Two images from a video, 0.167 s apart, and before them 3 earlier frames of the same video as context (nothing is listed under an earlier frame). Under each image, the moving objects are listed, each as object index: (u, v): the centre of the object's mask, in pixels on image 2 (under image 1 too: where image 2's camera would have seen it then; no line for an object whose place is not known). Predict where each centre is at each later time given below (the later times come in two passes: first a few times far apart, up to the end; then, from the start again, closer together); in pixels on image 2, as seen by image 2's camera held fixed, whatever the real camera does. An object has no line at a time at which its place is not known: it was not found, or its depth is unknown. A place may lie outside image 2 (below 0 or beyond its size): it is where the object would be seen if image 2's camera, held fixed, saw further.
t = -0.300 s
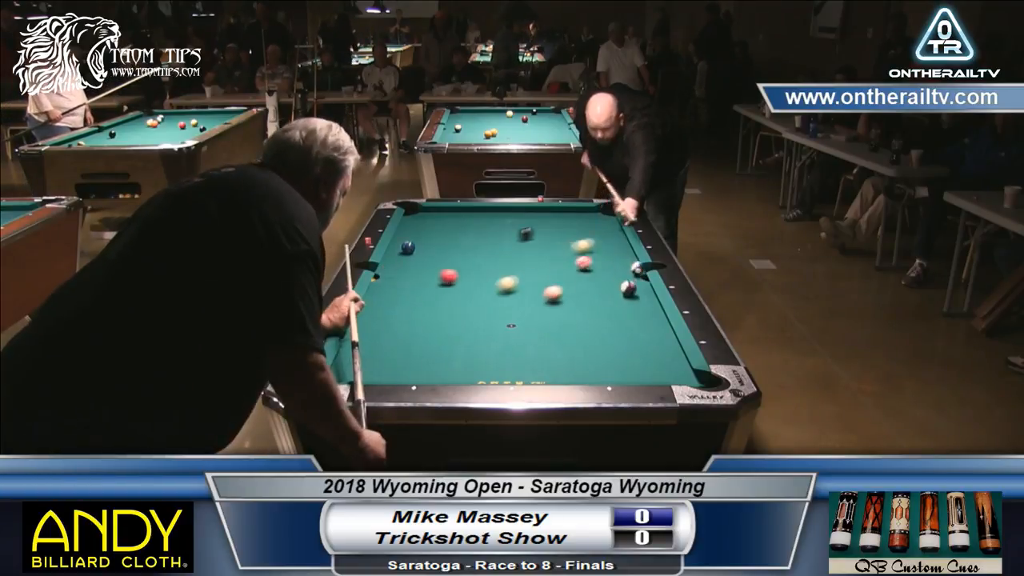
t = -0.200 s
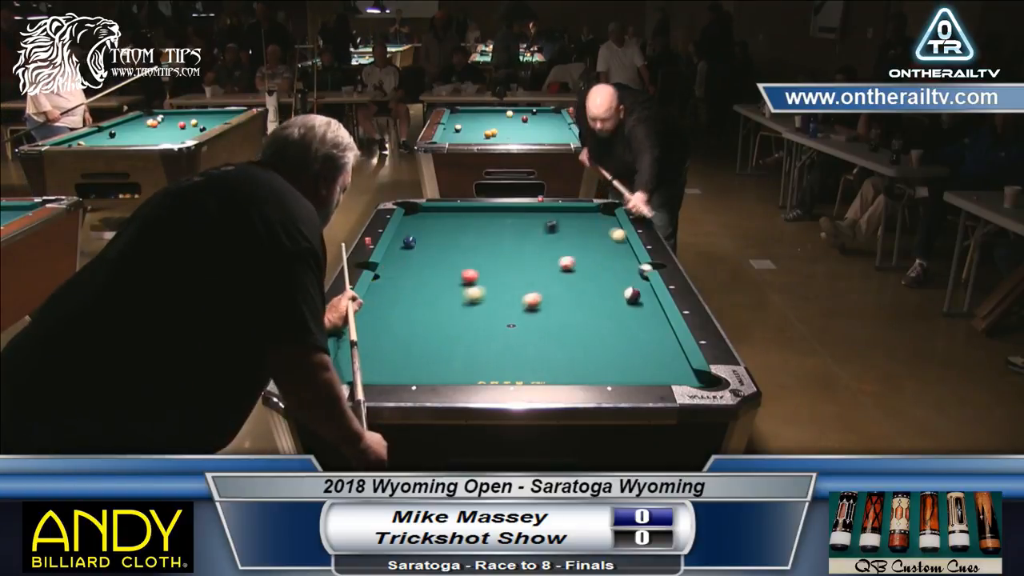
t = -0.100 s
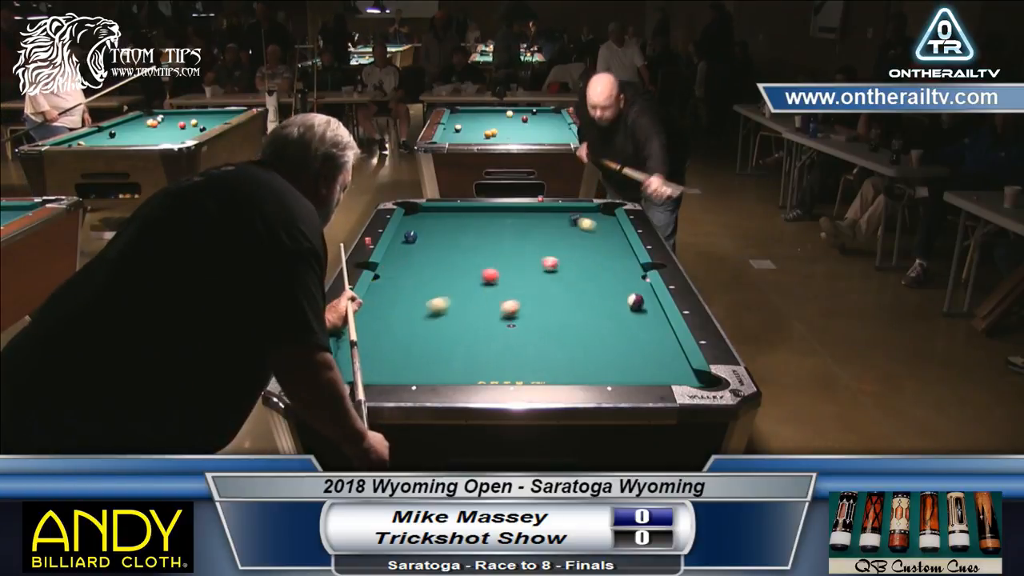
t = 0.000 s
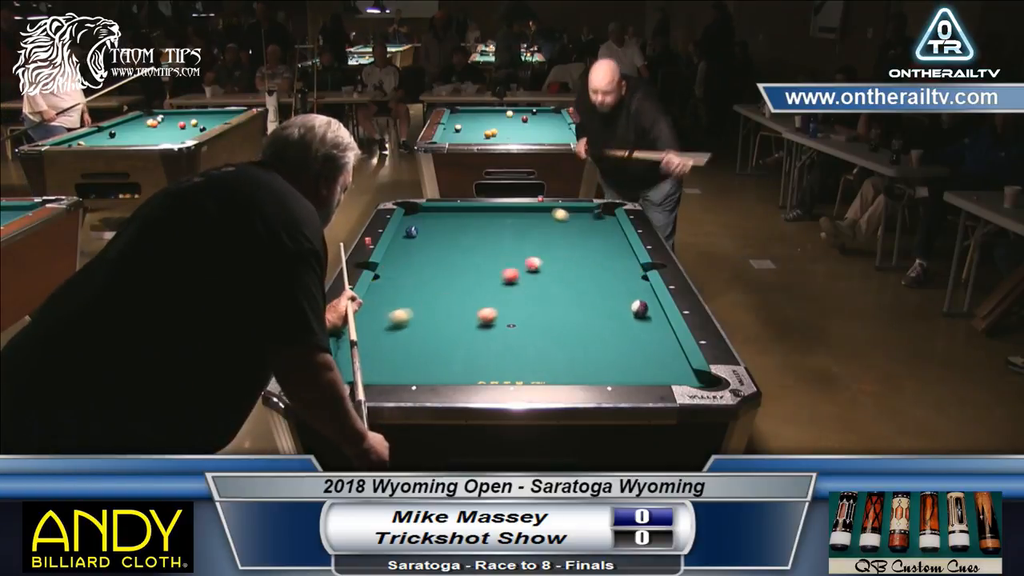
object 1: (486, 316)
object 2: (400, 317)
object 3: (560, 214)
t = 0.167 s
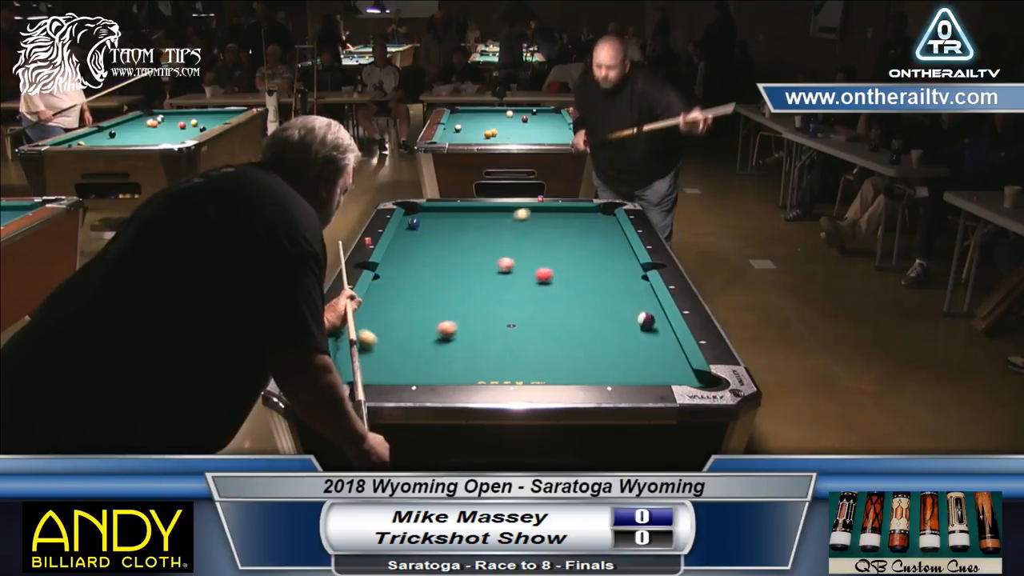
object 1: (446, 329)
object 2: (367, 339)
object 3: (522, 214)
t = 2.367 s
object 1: (518, 328)
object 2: (567, 274)
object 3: (660, 371)
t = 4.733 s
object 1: (624, 293)
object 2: (427, 218)
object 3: (505, 275)
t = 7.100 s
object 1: (643, 286)
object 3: (433, 237)
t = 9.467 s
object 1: (643, 286)
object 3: (415, 226)
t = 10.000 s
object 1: (643, 286)
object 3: (415, 226)
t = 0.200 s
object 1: (438, 332)
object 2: (372, 344)
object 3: (513, 216)
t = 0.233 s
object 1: (429, 335)
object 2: (377, 349)
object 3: (505, 218)
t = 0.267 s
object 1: (420, 338)
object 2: (382, 353)
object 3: (496, 220)
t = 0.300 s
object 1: (412, 341)
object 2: (386, 359)
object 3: (488, 222)
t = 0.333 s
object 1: (403, 343)
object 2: (392, 364)
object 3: (479, 223)
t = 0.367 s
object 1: (394, 346)
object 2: (397, 369)
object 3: (470, 224)
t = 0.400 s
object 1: (385, 349)
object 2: (402, 373)
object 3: (461, 226)
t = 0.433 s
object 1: (376, 353)
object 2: (408, 375)
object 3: (452, 227)
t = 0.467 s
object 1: (367, 356)
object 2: (418, 374)
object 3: (443, 229)
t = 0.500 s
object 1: (359, 358)
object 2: (427, 372)
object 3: (434, 231)
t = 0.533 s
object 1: (353, 360)
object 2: (437, 369)
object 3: (425, 232)
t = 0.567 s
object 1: (349, 362)
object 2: (446, 367)
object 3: (415, 234)
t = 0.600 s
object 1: (351, 365)
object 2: (455, 364)
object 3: (406, 236)
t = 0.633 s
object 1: (354, 367)
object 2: (463, 362)
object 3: (399, 237)
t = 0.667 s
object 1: (356, 370)
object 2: (472, 359)
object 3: (403, 239)
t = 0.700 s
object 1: (358, 372)
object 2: (480, 357)
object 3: (408, 241)
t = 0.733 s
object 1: (361, 374)
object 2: (489, 355)
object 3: (412, 243)
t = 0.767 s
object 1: (363, 374)
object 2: (497, 353)
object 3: (416, 246)
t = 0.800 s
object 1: (367, 374)
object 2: (505, 351)
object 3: (420, 248)
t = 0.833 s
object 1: (370, 373)
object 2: (513, 349)
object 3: (424, 250)
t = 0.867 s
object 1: (375, 372)
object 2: (521, 346)
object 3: (427, 252)
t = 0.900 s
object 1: (378, 371)
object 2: (529, 345)
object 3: (431, 254)
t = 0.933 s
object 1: (382, 371)
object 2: (536, 342)
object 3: (434, 256)
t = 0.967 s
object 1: (386, 369)
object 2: (544, 340)
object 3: (438, 258)
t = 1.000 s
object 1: (390, 368)
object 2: (551, 338)
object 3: (442, 261)
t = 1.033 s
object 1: (394, 367)
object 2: (559, 337)
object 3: (446, 263)
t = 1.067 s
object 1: (398, 366)
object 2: (565, 334)
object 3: (450, 265)
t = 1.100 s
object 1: (403, 365)
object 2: (572, 332)
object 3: (454, 268)
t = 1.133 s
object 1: (406, 363)
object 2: (579, 330)
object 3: (458, 270)
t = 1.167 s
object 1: (410, 362)
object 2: (586, 328)
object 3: (462, 273)
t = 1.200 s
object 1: (414, 361)
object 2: (593, 327)
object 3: (466, 275)
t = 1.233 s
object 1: (417, 361)
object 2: (600, 325)
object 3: (470, 278)
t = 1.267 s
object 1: (421, 359)
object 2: (606, 323)
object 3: (475, 280)
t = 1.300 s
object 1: (424, 358)
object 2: (612, 321)
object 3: (479, 283)
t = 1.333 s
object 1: (428, 356)
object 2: (619, 319)
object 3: (483, 285)
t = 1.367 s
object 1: (431, 355)
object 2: (625, 318)
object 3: (488, 288)
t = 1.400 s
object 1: (435, 354)
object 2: (631, 316)
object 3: (493, 291)
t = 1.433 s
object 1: (439, 353)
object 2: (637, 314)
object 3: (497, 294)
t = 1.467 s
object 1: (442, 352)
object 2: (643, 313)
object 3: (502, 296)
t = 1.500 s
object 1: (445, 351)
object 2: (649, 311)
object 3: (507, 299)
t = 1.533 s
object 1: (449, 350)
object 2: (654, 309)
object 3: (512, 302)
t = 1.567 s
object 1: (452, 349)
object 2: (651, 308)
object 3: (517, 305)
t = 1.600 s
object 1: (455, 349)
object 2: (646, 306)
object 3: (522, 308)
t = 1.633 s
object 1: (458, 347)
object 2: (642, 304)
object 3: (527, 311)
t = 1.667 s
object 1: (461, 346)
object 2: (638, 303)
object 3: (532, 314)
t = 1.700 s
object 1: (464, 346)
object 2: (634, 301)
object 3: (537, 317)
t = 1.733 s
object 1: (467, 345)
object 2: (630, 300)
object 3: (543, 321)
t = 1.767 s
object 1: (470, 343)
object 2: (627, 298)
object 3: (548, 325)
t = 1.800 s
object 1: (473, 342)
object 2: (623, 297)
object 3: (554, 328)
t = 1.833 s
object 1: (476, 341)
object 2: (619, 295)
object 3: (560, 331)
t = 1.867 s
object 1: (479, 340)
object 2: (616, 294)
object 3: (565, 335)
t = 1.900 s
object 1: (482, 339)
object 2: (612, 292)
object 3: (571, 338)
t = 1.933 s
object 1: (485, 339)
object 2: (609, 291)
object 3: (577, 342)
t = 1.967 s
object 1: (487, 338)
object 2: (605, 289)
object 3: (583, 346)
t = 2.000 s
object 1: (490, 337)
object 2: (602, 288)
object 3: (589, 350)
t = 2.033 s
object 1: (492, 337)
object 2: (598, 286)
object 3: (596, 353)
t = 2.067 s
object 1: (495, 336)
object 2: (595, 285)
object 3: (602, 357)
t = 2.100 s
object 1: (498, 335)
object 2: (592, 284)
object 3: (609, 361)
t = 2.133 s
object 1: (501, 334)
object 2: (588, 283)
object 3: (615, 365)
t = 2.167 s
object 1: (503, 333)
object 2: (585, 281)
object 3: (622, 369)
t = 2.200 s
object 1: (506, 332)
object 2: (582, 280)
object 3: (629, 371)
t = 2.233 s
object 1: (508, 331)
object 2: (579, 279)
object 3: (636, 374)
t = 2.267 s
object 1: (511, 330)
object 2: (576, 277)
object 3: (643, 375)
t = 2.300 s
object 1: (513, 329)
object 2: (573, 276)
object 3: (648, 374)
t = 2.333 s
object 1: (516, 328)
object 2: (570, 275)
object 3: (654, 372)
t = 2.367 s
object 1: (518, 328)
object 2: (567, 274)
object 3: (660, 371)
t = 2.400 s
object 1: (520, 327)
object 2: (564, 273)
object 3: (666, 370)
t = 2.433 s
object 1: (523, 326)
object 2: (561, 272)
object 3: (671, 368)
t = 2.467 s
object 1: (525, 326)
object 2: (558, 271)
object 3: (676, 366)
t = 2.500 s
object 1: (527, 325)
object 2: (555, 270)
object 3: (678, 364)
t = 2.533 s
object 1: (529, 324)
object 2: (552, 268)
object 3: (674, 362)
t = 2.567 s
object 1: (532, 324)
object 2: (550, 267)
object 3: (670, 360)
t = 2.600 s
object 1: (534, 323)
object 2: (547, 266)
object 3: (666, 358)
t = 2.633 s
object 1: (536, 322)
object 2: (544, 265)
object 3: (662, 356)
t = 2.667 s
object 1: (538, 322)
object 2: (541, 264)
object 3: (658, 354)
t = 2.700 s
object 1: (540, 321)
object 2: (539, 263)
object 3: (655, 352)
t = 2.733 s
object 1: (542, 320)
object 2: (536, 262)
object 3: (651, 350)
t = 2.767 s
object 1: (544, 319)
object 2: (534, 261)
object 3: (647, 348)
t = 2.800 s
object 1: (546, 319)
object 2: (531, 260)
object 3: (644, 346)
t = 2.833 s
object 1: (548, 318)
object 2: (529, 259)
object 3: (640, 345)
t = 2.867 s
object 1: (550, 318)
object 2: (526, 258)
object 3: (637, 343)
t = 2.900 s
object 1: (552, 317)
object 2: (524, 257)
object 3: (633, 341)
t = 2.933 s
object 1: (554, 316)
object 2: (521, 256)
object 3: (630, 339)
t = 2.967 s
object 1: (556, 315)
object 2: (519, 255)
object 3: (626, 337)
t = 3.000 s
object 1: (558, 315)
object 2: (517, 254)
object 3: (623, 336)
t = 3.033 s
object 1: (559, 315)
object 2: (514, 253)
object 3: (620, 334)
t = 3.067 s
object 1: (561, 314)
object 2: (512, 252)
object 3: (617, 333)
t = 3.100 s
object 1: (563, 314)
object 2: (510, 251)
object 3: (614, 331)
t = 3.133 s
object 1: (565, 313)
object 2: (508, 250)
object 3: (611, 329)
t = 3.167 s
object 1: (566, 312)
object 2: (506, 249)
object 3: (608, 328)
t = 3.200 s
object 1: (568, 312)
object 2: (503, 248)
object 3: (605, 327)
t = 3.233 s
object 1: (570, 311)
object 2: (501, 248)
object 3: (602, 325)
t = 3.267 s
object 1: (571, 311)
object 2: (499, 247)
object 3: (599, 324)
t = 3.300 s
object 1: (573, 310)
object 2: (497, 246)
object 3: (597, 322)
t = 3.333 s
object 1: (575, 310)
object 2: (495, 245)
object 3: (593, 321)
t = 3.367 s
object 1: (576, 309)
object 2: (493, 244)
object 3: (591, 319)
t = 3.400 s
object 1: (577, 308)
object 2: (491, 244)
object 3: (588, 318)
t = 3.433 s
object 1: (578, 306)
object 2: (489, 243)
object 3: (586, 317)
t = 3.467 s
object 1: (580, 304)
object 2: (487, 242)
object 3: (583, 316)
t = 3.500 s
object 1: (583, 303)
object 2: (485, 241)
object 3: (580, 314)
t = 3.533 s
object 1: (586, 304)
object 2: (483, 240)
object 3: (578, 313)
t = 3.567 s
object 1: (587, 304)
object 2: (481, 240)
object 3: (575, 311)
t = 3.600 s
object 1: (588, 305)
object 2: (479, 239)
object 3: (572, 310)
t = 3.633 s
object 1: (589, 305)
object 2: (478, 238)
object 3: (570, 309)
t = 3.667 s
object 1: (590, 304)
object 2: (476, 237)
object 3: (567, 307)
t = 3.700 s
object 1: (591, 304)
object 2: (474, 237)
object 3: (565, 306)
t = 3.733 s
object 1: (592, 303)
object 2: (472, 236)
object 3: (563, 305)
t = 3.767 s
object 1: (594, 303)
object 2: (471, 235)
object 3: (560, 303)
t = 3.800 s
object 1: (595, 303)
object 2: (469, 234)
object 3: (558, 302)
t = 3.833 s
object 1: (596, 302)
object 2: (467, 234)
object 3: (556, 301)
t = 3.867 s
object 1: (598, 302)
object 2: (465, 233)
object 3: (554, 300)
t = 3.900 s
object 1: (599, 301)
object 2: (464, 232)
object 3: (551, 299)
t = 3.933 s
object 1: (600, 301)
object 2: (462, 232)
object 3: (549, 298)
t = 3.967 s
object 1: (601, 301)
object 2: (460, 231)
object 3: (547, 297)
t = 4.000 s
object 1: (602, 300)
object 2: (458, 231)
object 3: (545, 295)
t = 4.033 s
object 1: (604, 300)
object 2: (457, 230)
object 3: (543, 294)
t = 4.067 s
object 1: (605, 299)
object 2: (455, 229)
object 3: (541, 293)
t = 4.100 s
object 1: (606, 299)
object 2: (454, 228)
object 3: (539, 292)
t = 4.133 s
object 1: (607, 298)
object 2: (452, 228)
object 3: (537, 291)
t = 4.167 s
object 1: (608, 298)
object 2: (450, 227)
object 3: (535, 290)
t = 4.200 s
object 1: (609, 298)
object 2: (449, 227)
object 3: (533, 289)
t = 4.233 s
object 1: (610, 297)
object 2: (447, 226)
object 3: (531, 288)
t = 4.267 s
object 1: (611, 297)
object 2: (446, 225)
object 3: (529, 287)
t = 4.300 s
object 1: (612, 297)
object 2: (444, 225)
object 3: (527, 286)
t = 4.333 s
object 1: (613, 296)
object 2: (443, 224)
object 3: (525, 285)
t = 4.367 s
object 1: (614, 296)
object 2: (442, 224)
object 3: (523, 284)
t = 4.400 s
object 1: (615, 296)
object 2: (440, 223)
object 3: (521, 283)
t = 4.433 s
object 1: (616, 295)
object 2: (439, 223)
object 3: (520, 282)
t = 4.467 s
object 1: (617, 295)
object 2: (437, 222)
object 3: (518, 281)
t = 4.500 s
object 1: (618, 294)
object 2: (436, 222)
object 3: (516, 280)
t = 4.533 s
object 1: (619, 294)
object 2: (435, 221)
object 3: (515, 280)
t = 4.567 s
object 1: (620, 294)
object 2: (433, 221)
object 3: (513, 279)
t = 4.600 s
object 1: (621, 294)
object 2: (432, 220)
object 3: (511, 278)
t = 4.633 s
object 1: (622, 293)
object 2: (431, 220)
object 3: (509, 277)
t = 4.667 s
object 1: (622, 293)
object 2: (430, 219)
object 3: (508, 276)
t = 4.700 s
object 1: (623, 293)
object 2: (428, 219)
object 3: (506, 275)
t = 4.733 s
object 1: (624, 293)
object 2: (427, 218)
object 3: (505, 275)
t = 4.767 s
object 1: (625, 292)
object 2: (426, 218)
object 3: (503, 274)
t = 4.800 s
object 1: (625, 292)
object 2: (425, 217)
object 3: (501, 273)
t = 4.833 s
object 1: (626, 292)
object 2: (424, 217)
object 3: (500, 272)
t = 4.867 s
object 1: (627, 291)
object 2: (422, 216)
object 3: (498, 271)
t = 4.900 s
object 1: (628, 291)
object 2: (421, 215)
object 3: (497, 271)
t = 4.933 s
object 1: (628, 291)
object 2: (420, 215)
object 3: (496, 270)
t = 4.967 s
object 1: (629, 291)
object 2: (419, 214)
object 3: (494, 269)
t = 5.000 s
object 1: (630, 290)
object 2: (418, 214)
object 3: (493, 268)
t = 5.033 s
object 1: (630, 290)
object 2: (417, 214)
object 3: (492, 267)
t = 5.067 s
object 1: (631, 290)
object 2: (416, 213)
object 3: (490, 267)
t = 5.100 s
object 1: (632, 290)
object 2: (415, 213)
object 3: (488, 266)
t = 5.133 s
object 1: (632, 289)
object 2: (414, 212)
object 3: (487, 265)
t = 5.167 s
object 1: (633, 289)
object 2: (413, 212)
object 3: (486, 265)
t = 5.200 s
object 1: (633, 289)
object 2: (411, 211)
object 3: (485, 264)
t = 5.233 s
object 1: (634, 289)
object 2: (410, 211)
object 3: (483, 263)
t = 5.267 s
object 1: (635, 289)
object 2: (409, 210)
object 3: (482, 263)
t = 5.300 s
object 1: (635, 289)
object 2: (409, 210)
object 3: (481, 262)
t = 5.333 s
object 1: (636, 288)
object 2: (408, 210)
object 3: (479, 261)
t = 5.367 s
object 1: (636, 288)
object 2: (407, 209)
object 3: (478, 261)
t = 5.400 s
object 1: (636, 288)
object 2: (406, 210)
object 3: (477, 260)
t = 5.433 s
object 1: (637, 288)
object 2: (406, 211)
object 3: (476, 260)
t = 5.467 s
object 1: (637, 288)
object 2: (405, 213)
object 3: (475, 259)
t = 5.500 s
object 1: (638, 288)
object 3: (474, 258)
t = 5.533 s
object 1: (638, 287)
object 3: (472, 258)
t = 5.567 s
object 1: (639, 287)
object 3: (471, 257)
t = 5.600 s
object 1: (639, 287)
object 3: (470, 257)
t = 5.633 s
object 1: (640, 287)
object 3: (469, 256)
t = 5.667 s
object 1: (640, 287)
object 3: (468, 256)
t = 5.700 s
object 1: (640, 287)
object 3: (467, 255)
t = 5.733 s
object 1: (641, 287)
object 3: (466, 254)
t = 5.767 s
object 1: (641, 287)
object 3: (465, 254)
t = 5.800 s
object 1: (641, 287)
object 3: (464, 253)
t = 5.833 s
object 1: (641, 286)
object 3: (463, 253)
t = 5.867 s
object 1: (642, 286)
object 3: (462, 252)
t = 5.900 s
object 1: (642, 286)
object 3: (461, 251)
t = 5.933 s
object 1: (642, 286)
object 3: (460, 251)
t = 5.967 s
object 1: (643, 286)
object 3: (459, 250)
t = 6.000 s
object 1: (643, 286)
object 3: (458, 250)
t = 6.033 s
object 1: (643, 286)
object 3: (457, 249)
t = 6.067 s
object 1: (643, 286)
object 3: (456, 249)
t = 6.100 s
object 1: (643, 286)
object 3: (455, 248)
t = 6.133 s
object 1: (642, 286)
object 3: (454, 248)
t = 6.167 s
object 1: (642, 286)
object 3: (453, 248)
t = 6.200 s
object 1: (642, 286)
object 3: (452, 247)
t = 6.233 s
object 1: (642, 286)
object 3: (452, 247)
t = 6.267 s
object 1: (642, 286)
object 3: (451, 246)
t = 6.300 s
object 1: (642, 286)
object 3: (450, 246)
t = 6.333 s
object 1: (642, 286)
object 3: (449, 245)
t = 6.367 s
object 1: (642, 286)
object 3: (448, 245)
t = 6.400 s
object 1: (642, 286)
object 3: (448, 245)
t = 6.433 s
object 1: (642, 286)
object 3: (447, 244)
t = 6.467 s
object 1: (642, 286)
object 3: (446, 244)
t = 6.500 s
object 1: (642, 285)
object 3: (445, 243)
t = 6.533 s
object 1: (642, 286)
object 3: (444, 243)
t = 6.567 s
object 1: (643, 286)
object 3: (444, 242)
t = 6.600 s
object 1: (643, 286)
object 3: (443, 242)
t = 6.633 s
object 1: (643, 286)
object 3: (442, 242)
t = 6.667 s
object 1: (643, 286)
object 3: (441, 241)
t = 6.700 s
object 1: (643, 286)
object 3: (441, 241)
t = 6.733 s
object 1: (643, 286)
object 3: (440, 241)
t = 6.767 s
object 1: (643, 286)
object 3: (439, 240)
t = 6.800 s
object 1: (643, 286)
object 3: (439, 240)
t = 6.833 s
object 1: (643, 286)
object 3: (438, 240)
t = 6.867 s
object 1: (643, 286)
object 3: (437, 239)
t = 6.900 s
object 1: (643, 286)
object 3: (437, 239)
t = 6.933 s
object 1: (643, 286)
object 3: (436, 238)
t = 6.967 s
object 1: (643, 286)
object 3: (435, 238)
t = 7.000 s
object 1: (643, 286)
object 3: (435, 238)
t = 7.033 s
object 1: (643, 286)
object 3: (434, 237)
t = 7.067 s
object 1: (643, 286)
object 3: (434, 237)
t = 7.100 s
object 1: (643, 286)
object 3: (433, 237)
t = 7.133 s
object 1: (643, 286)
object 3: (433, 237)
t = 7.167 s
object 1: (643, 286)
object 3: (432, 236)
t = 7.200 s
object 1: (643, 286)
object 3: (432, 236)
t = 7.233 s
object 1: (643, 286)
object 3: (431, 236)
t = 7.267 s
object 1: (643, 286)
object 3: (430, 236)
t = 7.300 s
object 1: (643, 286)
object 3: (430, 235)
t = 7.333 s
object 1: (643, 286)
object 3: (430, 235)
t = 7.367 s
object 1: (643, 286)
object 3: (429, 235)
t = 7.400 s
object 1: (643, 286)
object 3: (428, 235)
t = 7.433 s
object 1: (643, 286)
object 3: (428, 234)
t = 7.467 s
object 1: (643, 286)
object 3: (427, 234)
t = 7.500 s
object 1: (643, 286)
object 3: (427, 234)
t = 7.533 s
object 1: (643, 286)
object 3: (427, 233)
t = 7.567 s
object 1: (643, 286)
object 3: (426, 233)
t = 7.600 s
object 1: (643, 286)
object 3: (426, 233)
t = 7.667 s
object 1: (643, 286)
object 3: (425, 233)
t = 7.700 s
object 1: (643, 286)
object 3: (425, 232)
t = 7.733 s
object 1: (643, 286)
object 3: (424, 232)
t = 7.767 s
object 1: (643, 286)
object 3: (424, 232)
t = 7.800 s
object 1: (643, 286)
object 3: (424, 232)
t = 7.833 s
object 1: (643, 286)
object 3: (423, 231)
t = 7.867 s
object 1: (643, 286)
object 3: (423, 231)
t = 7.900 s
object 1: (643, 286)
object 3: (422, 231)
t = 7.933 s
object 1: (643, 286)
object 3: (422, 231)
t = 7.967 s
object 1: (643, 286)
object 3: (422, 231)
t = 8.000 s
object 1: (643, 286)
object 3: (421, 230)
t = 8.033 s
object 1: (643, 286)
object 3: (421, 230)
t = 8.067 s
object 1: (643, 286)
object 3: (421, 230)
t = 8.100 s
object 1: (643, 286)
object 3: (421, 230)
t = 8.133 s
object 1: (643, 286)
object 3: (420, 230)
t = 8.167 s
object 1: (643, 286)
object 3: (420, 230)
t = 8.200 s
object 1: (643, 286)
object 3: (420, 229)
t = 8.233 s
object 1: (643, 286)
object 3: (420, 229)
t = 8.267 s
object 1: (643, 286)
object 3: (419, 229)
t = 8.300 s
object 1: (643, 286)
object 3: (419, 229)
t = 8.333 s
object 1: (643, 286)
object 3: (419, 229)
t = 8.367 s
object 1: (643, 286)
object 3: (419, 228)
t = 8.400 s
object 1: (643, 286)
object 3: (418, 228)
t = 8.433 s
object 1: (643, 286)
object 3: (418, 228)
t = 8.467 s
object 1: (643, 286)
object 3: (418, 228)
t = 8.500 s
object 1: (643, 286)
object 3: (418, 228)
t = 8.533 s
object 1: (643, 286)
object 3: (418, 228)
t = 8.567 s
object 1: (643, 286)
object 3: (417, 228)
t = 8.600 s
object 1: (643, 286)
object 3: (417, 228)
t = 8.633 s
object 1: (643, 286)
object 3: (417, 227)
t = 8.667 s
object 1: (643, 286)
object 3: (417, 227)
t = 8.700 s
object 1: (643, 286)
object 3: (417, 227)
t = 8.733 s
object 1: (643, 286)
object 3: (417, 227)
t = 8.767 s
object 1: (643, 286)
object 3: (416, 227)
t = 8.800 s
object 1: (643, 286)
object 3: (416, 227)
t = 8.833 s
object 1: (643, 286)
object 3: (416, 227)
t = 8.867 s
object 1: (643, 286)
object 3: (416, 227)
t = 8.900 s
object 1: (643, 286)
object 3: (416, 227)
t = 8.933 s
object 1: (643, 286)
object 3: (416, 227)
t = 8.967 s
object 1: (643, 286)
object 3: (416, 227)
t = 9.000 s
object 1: (643, 286)
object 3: (416, 227)
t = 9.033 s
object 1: (643, 286)
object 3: (416, 226)
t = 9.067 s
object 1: (643, 286)
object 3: (415, 226)
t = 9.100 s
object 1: (643, 286)
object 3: (415, 226)
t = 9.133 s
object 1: (643, 286)
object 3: (415, 226)
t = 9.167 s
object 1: (643, 286)
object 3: (415, 226)
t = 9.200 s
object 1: (643, 286)
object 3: (415, 226)
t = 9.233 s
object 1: (643, 286)
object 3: (415, 226)
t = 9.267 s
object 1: (643, 286)
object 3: (415, 226)
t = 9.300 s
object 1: (643, 286)
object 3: (415, 226)
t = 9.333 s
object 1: (643, 286)
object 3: (415, 226)
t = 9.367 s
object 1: (643, 286)
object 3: (415, 226)
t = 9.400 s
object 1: (643, 286)
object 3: (415, 226)
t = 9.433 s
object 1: (643, 286)
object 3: (415, 226)
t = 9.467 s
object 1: (643, 286)
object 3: (415, 226)
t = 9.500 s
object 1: (643, 286)
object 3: (415, 226)
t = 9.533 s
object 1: (643, 286)
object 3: (415, 226)
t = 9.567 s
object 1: (643, 286)
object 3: (415, 226)
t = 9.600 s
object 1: (643, 286)
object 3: (415, 226)
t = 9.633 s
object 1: (643, 286)
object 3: (415, 226)
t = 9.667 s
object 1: (643, 286)
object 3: (415, 226)
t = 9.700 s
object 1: (643, 286)
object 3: (415, 226)
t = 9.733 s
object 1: (643, 286)
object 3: (415, 226)
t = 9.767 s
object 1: (643, 286)
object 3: (415, 226)
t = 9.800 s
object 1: (643, 286)
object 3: (415, 226)
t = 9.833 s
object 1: (643, 286)
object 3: (415, 226)
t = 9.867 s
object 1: (643, 286)
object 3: (415, 226)
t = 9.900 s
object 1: (643, 286)
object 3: (415, 226)
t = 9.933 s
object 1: (643, 286)
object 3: (415, 226)
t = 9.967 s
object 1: (643, 286)
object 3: (415, 226)
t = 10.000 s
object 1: (643, 286)
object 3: (415, 226)
